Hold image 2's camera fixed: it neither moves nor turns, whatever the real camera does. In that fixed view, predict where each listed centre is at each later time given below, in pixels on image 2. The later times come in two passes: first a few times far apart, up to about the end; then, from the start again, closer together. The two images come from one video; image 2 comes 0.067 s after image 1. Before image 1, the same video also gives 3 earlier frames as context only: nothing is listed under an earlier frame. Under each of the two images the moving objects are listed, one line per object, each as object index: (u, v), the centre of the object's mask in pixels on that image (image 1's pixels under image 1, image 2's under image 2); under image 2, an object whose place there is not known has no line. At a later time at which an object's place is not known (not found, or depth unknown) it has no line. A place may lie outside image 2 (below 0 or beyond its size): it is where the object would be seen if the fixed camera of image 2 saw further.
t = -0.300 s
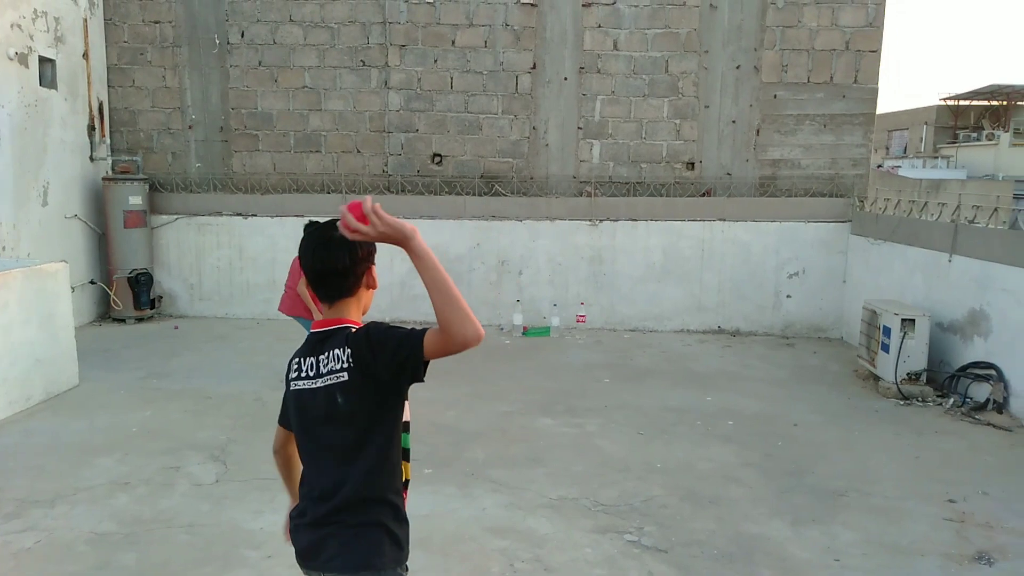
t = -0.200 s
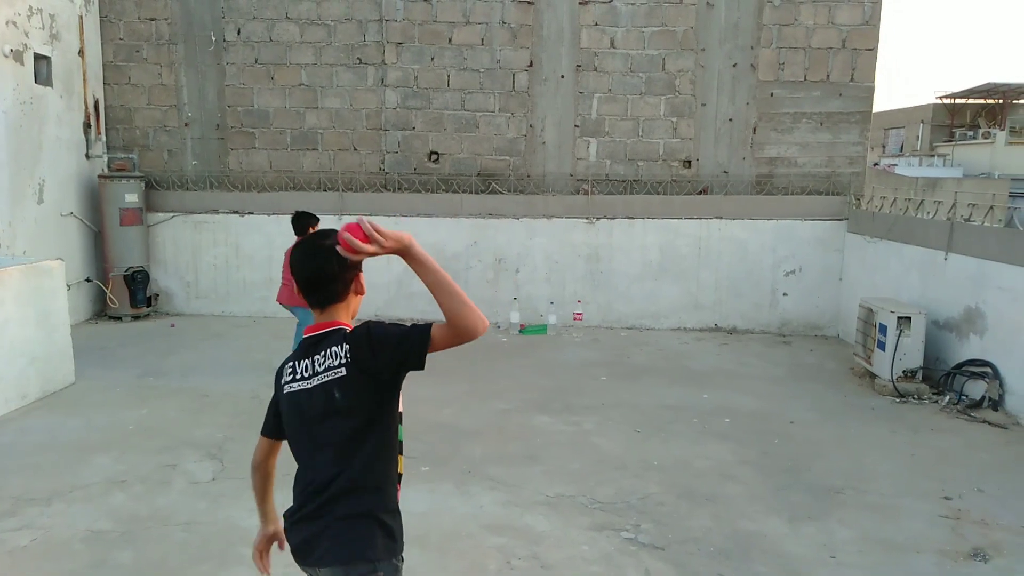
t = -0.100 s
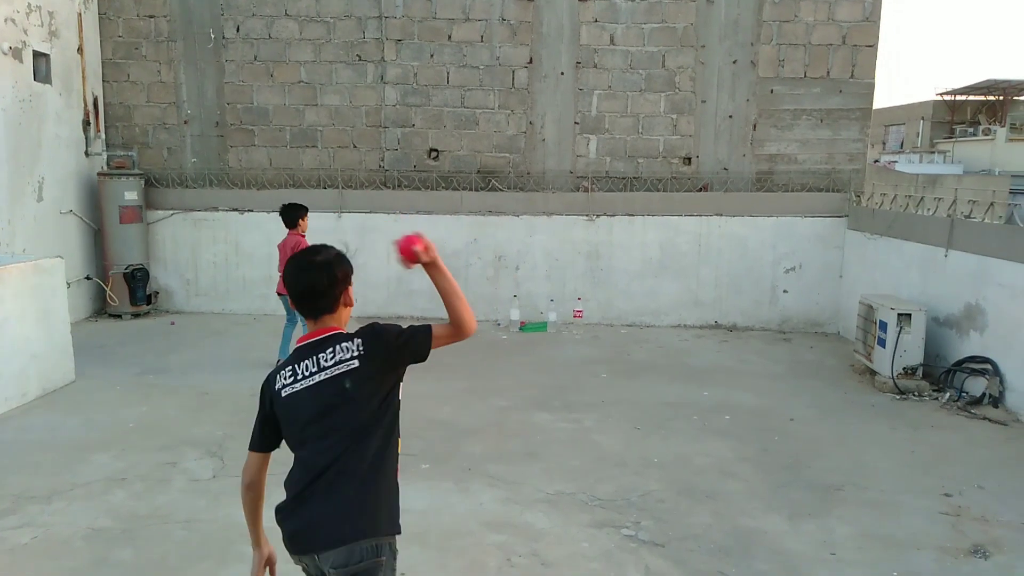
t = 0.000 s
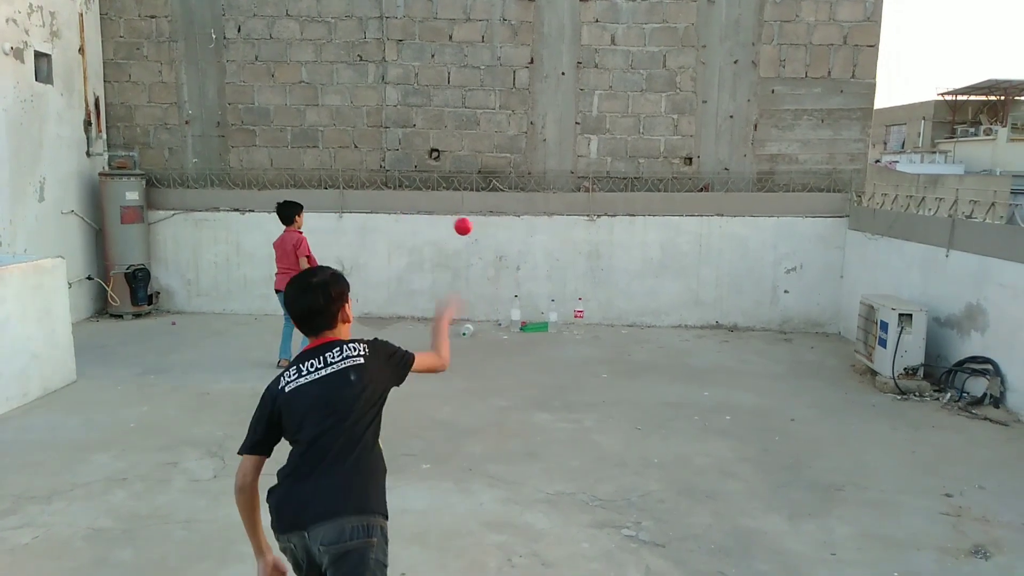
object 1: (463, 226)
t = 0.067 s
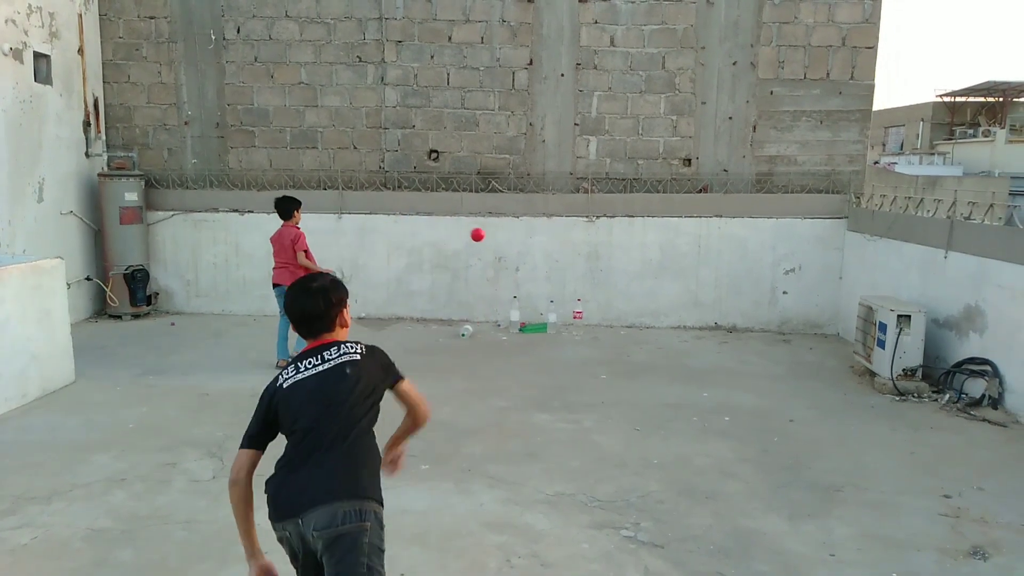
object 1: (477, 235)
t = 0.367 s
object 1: (505, 303)
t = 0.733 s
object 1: (645, 332)
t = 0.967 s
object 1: (742, 347)
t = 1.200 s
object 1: (832, 357)
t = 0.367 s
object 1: (505, 303)
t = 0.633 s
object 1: (598, 318)
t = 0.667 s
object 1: (613, 322)
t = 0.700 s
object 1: (629, 326)
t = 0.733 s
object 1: (645, 332)
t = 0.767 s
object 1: (661, 340)
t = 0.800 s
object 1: (675, 339)
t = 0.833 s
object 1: (687, 338)
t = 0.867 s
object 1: (701, 338)
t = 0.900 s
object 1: (714, 340)
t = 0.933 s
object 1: (728, 342)
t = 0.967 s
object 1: (742, 347)
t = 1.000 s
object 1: (755, 350)
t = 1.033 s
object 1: (768, 349)
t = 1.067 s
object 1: (781, 349)
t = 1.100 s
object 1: (793, 350)
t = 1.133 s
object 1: (806, 352)
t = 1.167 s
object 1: (819, 357)
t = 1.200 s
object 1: (832, 357)
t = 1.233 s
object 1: (845, 357)
